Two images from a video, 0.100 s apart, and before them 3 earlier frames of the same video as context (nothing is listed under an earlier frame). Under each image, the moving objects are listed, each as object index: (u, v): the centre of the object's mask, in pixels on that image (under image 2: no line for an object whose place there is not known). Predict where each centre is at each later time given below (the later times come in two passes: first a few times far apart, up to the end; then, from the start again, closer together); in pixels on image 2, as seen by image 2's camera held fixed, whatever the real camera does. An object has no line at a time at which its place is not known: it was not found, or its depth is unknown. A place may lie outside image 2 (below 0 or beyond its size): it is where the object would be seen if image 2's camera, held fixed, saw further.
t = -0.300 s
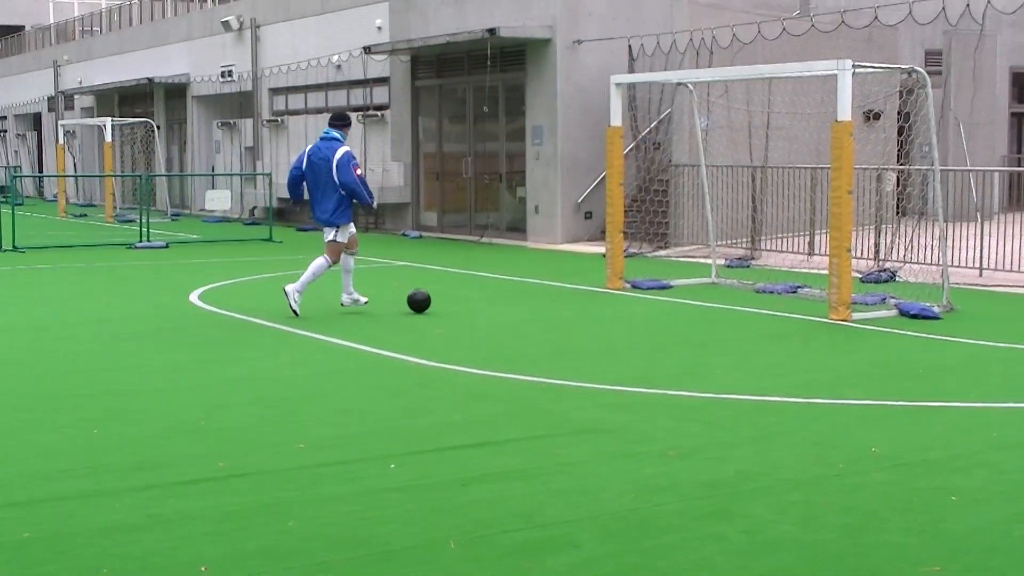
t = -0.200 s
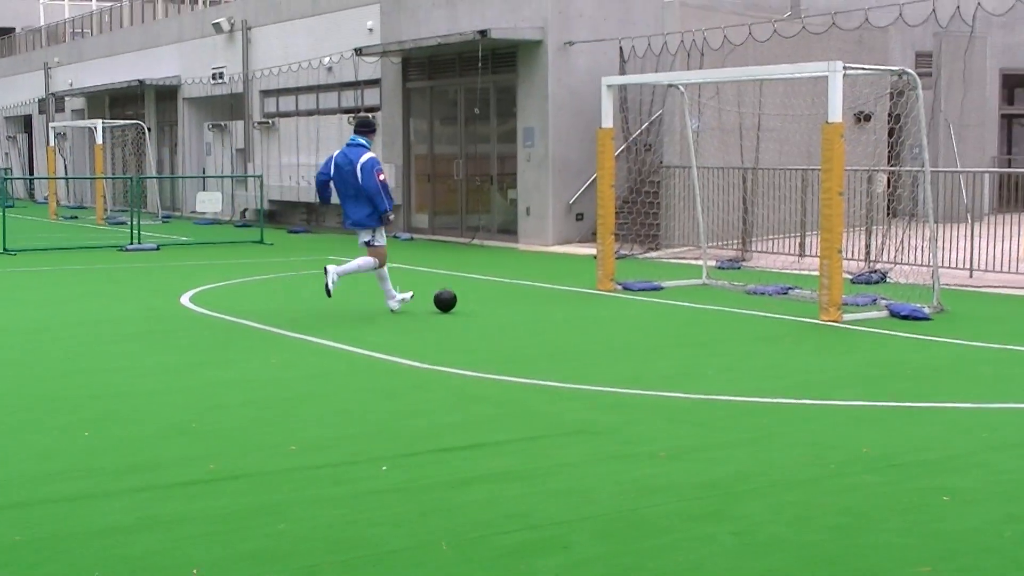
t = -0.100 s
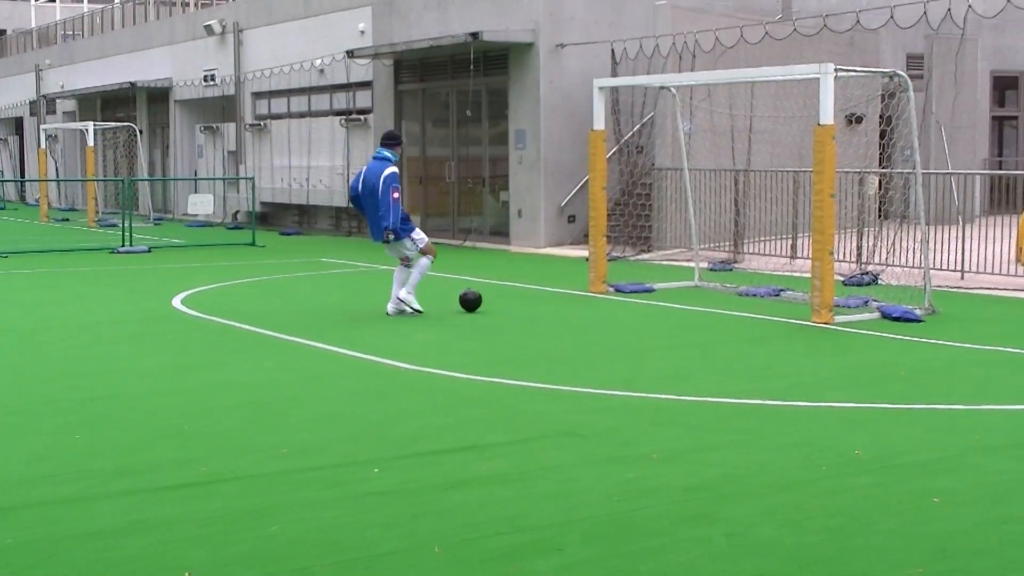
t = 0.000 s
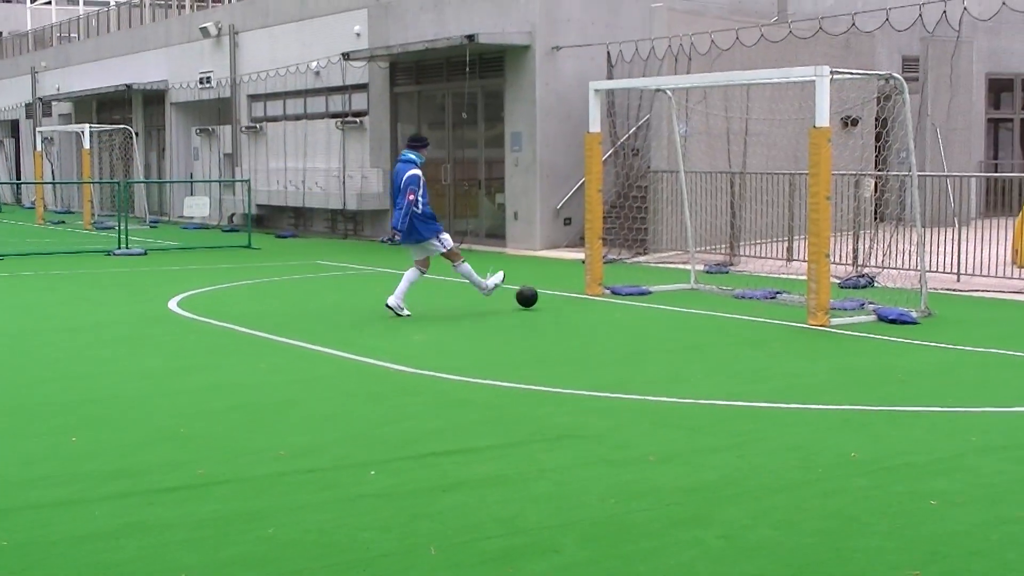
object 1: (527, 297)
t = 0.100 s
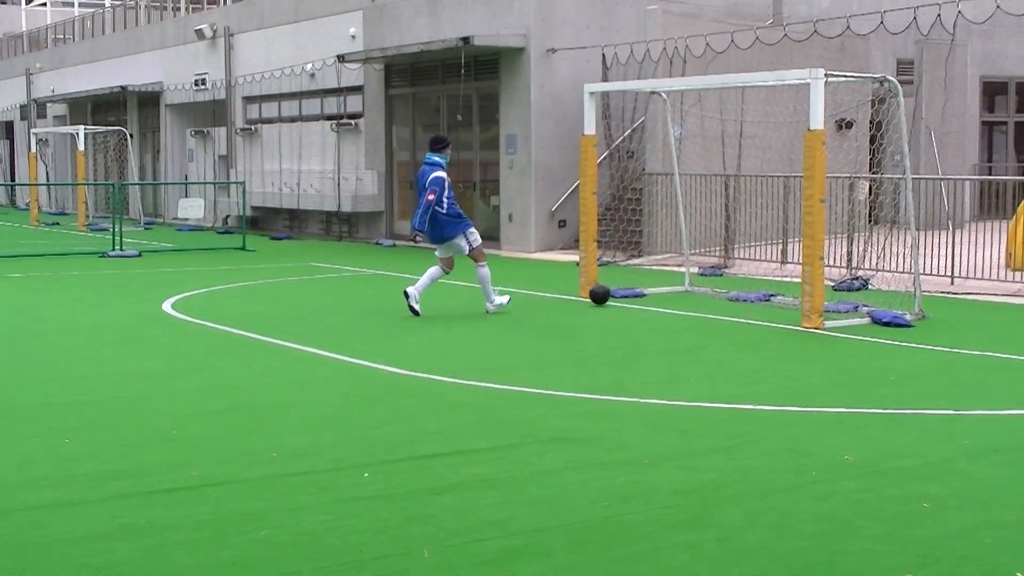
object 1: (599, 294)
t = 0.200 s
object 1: (667, 289)
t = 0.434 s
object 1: (752, 225)
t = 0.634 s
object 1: (733, 176)
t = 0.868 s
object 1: (688, 168)
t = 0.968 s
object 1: (667, 181)
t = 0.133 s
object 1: (623, 292)
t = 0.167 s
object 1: (646, 291)
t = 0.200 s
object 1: (667, 289)
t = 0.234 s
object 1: (688, 287)
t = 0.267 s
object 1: (707, 286)
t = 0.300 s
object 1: (722, 281)
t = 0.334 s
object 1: (730, 265)
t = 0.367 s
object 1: (738, 251)
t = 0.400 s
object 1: (745, 238)
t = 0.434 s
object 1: (752, 225)
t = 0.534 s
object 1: (748, 196)
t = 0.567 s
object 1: (744, 188)
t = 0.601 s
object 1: (738, 181)
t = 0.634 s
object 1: (733, 176)
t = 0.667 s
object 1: (727, 171)
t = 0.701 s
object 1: (721, 168)
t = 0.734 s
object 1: (715, 166)
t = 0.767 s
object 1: (708, 165)
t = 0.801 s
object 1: (702, 165)
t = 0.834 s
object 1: (695, 166)
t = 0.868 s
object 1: (688, 168)
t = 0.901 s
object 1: (681, 171)
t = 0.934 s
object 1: (674, 175)
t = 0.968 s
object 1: (667, 181)
